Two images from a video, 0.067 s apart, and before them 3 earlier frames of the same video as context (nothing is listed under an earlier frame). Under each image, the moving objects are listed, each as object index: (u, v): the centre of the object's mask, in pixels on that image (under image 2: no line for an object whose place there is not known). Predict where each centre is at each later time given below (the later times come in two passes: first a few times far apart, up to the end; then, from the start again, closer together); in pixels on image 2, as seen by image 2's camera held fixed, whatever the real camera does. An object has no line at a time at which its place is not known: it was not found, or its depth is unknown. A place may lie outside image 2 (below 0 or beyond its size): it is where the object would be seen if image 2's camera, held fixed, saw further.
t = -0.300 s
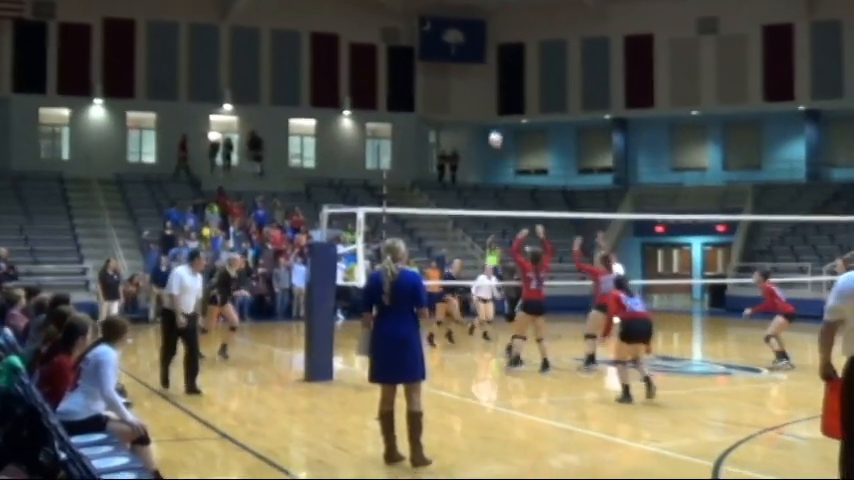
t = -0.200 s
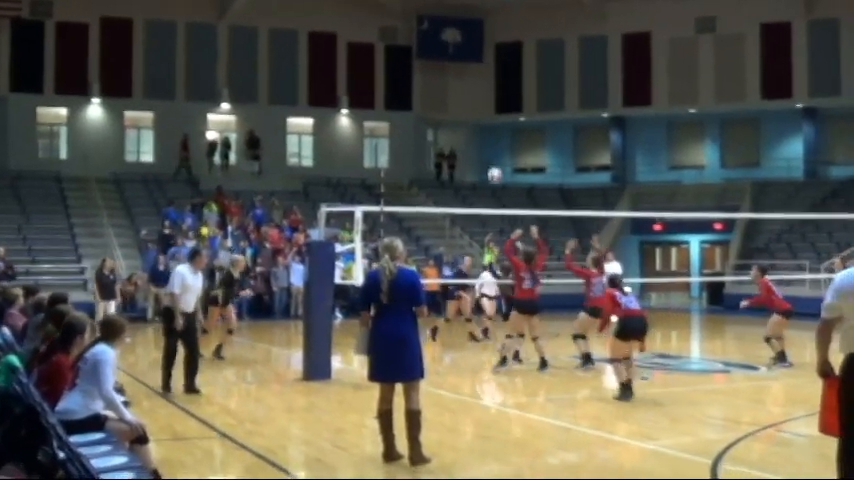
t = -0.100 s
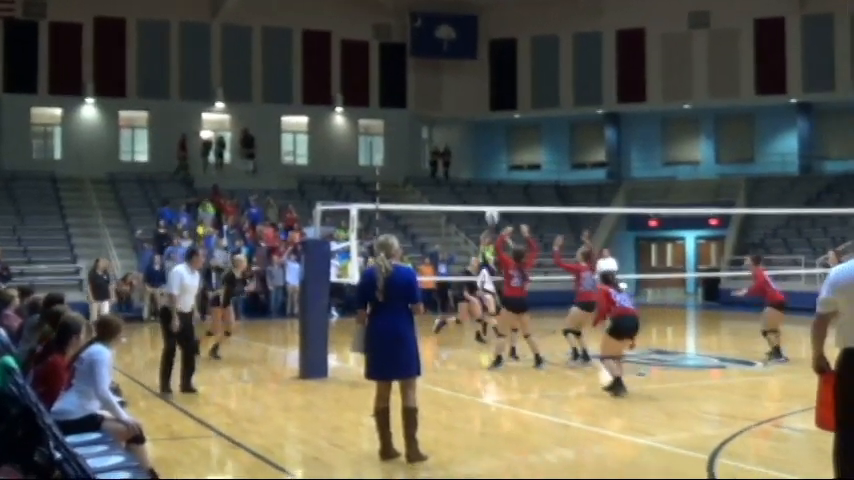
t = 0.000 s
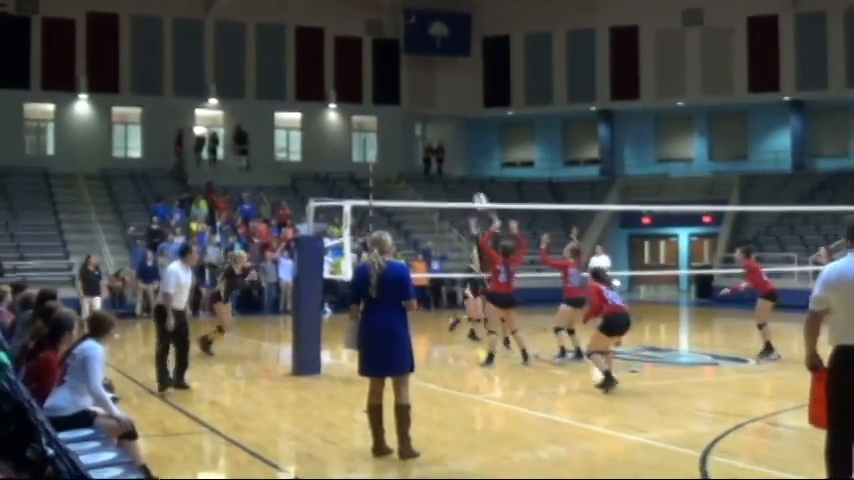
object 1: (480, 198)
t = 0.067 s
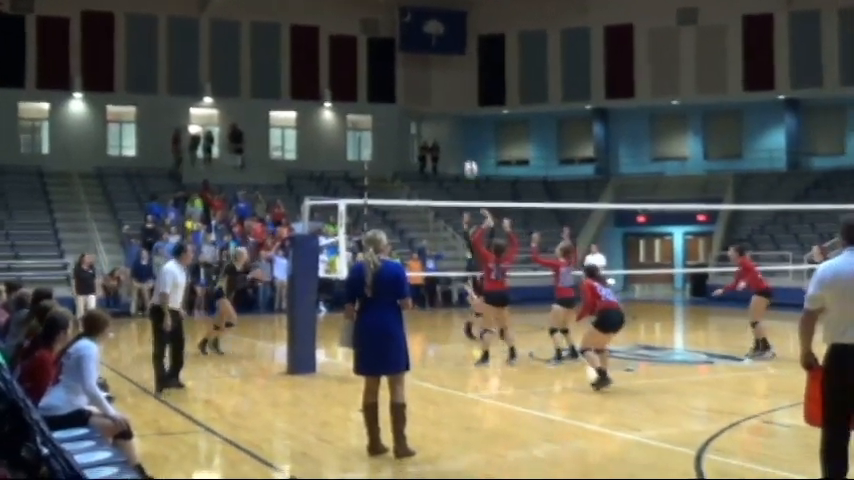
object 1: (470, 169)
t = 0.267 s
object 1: (455, 95)
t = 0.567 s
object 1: (434, 35)
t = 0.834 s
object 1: (417, 31)
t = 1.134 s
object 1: (397, 80)
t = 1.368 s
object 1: (383, 156)
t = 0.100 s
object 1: (468, 154)
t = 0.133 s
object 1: (465, 141)
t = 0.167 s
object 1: (463, 129)
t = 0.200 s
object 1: (460, 116)
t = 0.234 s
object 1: (458, 105)
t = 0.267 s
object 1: (455, 95)
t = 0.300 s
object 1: (453, 86)
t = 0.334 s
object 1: (450, 76)
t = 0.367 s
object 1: (448, 68)
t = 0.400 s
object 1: (445, 61)
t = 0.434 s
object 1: (443, 54)
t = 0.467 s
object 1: (441, 48)
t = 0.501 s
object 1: (439, 43)
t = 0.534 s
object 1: (436, 39)
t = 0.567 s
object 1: (434, 35)
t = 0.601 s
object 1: (432, 31)
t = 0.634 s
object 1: (430, 30)
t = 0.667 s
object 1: (428, 28)
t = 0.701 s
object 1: (426, 27)
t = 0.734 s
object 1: (423, 27)
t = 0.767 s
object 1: (421, 28)
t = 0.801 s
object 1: (419, 29)
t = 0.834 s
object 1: (417, 31)
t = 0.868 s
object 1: (415, 34)
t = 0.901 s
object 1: (412, 37)
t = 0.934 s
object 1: (410, 41)
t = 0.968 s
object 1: (408, 45)
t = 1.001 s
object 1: (406, 51)
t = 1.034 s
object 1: (404, 57)
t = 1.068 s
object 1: (401, 64)
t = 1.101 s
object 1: (399, 71)
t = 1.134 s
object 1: (397, 80)
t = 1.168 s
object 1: (395, 89)
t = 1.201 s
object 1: (393, 98)
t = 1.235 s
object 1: (391, 109)
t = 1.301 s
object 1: (387, 132)
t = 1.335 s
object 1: (385, 144)
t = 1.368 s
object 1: (383, 156)
